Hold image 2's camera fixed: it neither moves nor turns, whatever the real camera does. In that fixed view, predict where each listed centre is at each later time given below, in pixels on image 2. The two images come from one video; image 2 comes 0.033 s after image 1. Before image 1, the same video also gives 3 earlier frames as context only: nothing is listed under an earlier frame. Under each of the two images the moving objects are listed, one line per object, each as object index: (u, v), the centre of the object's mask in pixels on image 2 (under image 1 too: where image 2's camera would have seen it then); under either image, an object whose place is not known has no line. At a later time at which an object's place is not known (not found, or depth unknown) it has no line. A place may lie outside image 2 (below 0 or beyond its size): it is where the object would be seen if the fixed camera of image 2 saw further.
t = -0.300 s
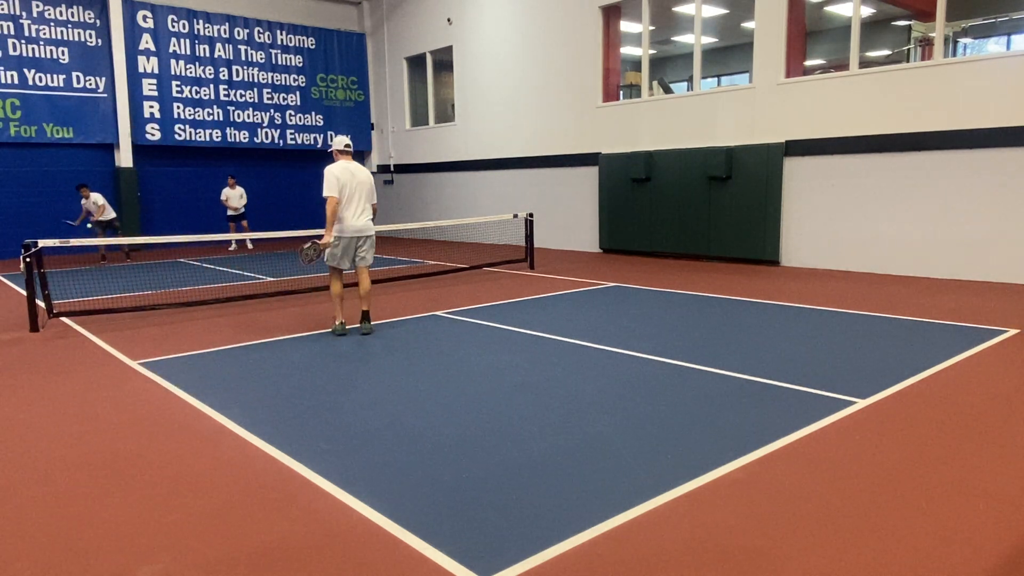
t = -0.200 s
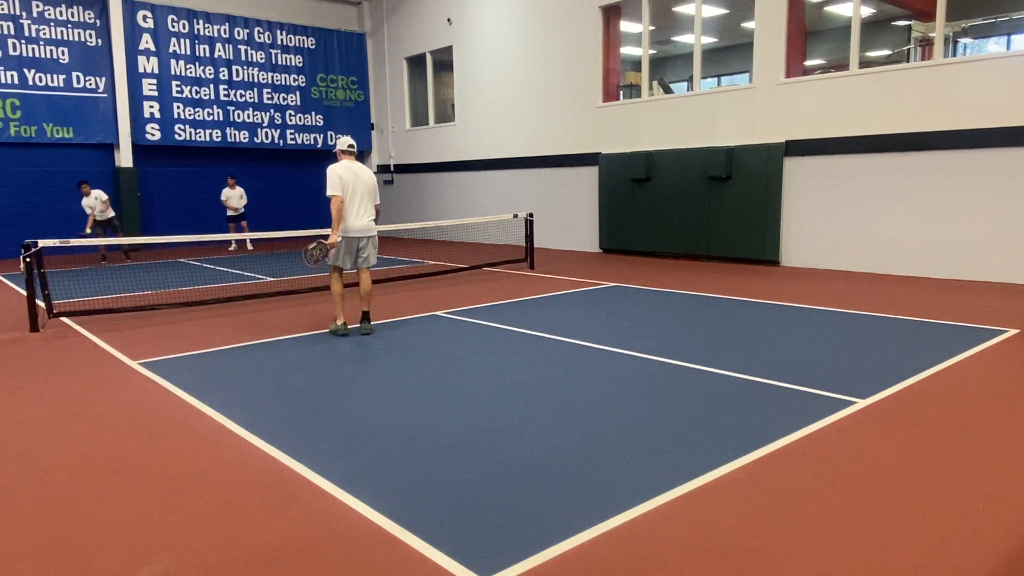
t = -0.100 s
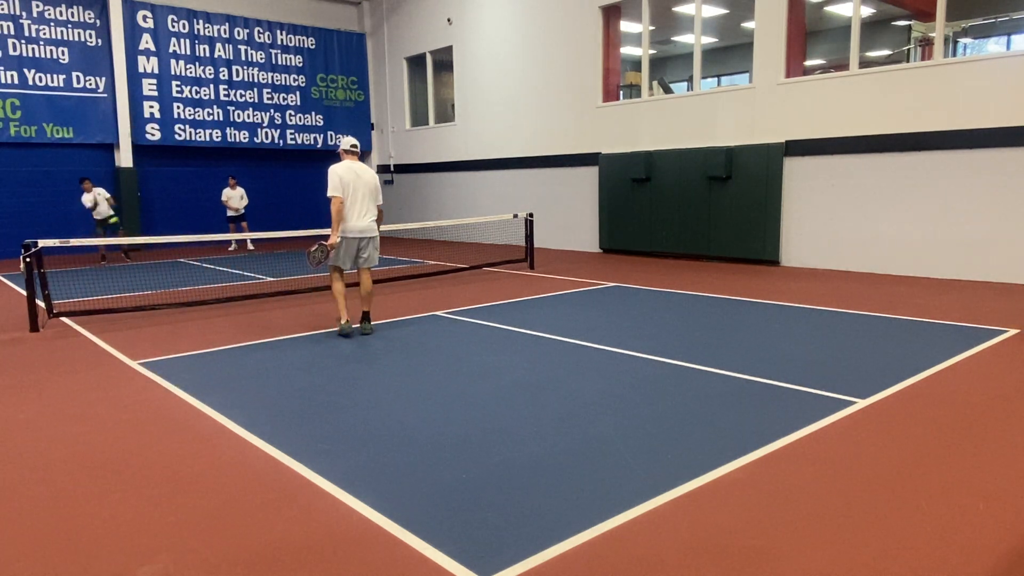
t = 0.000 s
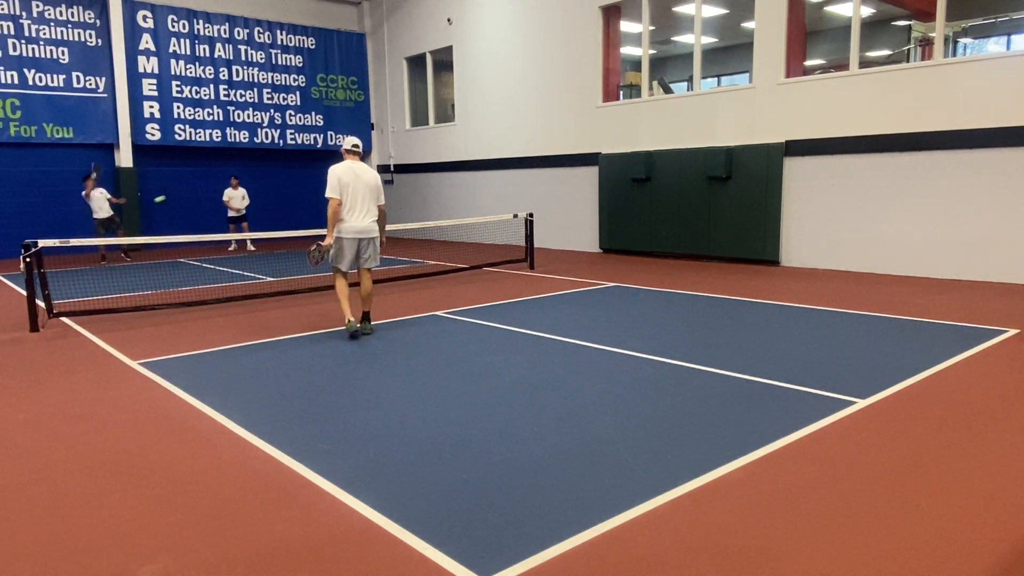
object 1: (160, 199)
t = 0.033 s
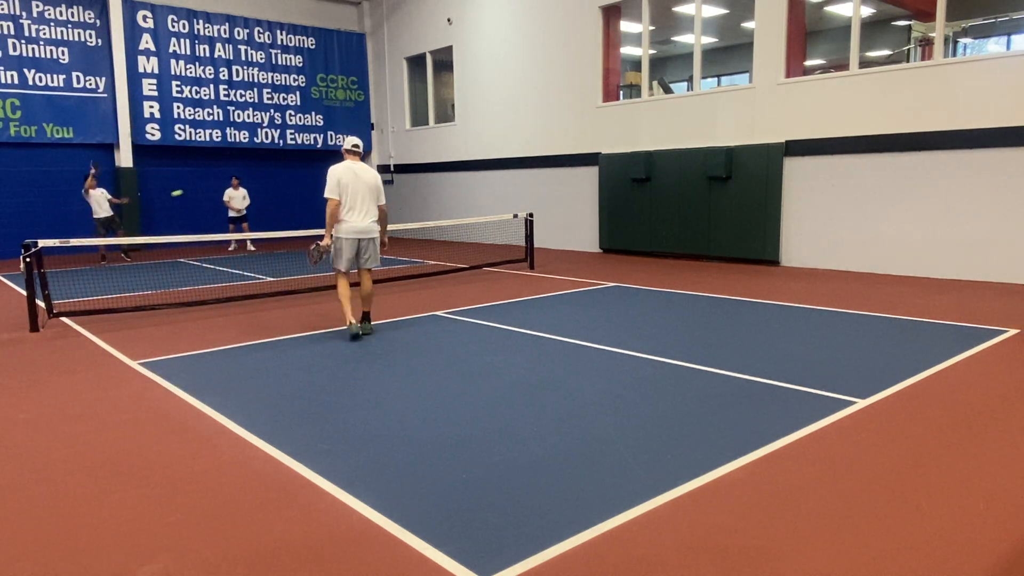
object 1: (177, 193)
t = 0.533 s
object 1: (555, 225)
